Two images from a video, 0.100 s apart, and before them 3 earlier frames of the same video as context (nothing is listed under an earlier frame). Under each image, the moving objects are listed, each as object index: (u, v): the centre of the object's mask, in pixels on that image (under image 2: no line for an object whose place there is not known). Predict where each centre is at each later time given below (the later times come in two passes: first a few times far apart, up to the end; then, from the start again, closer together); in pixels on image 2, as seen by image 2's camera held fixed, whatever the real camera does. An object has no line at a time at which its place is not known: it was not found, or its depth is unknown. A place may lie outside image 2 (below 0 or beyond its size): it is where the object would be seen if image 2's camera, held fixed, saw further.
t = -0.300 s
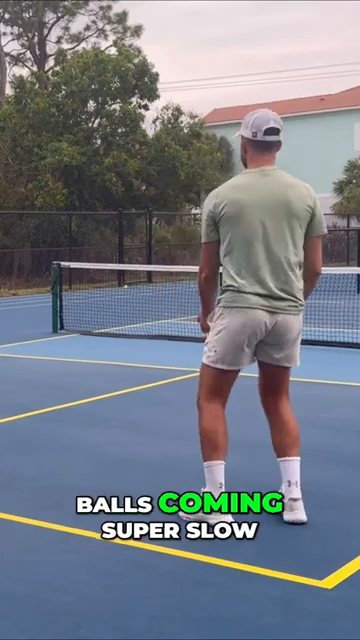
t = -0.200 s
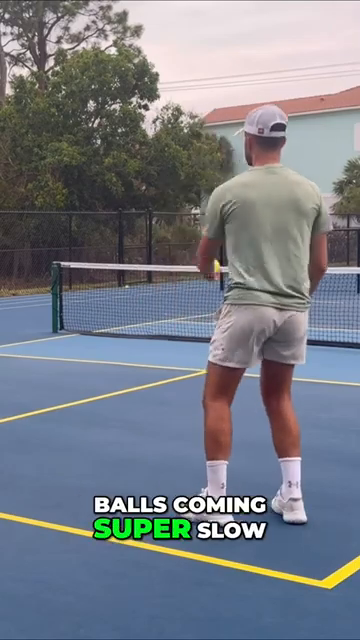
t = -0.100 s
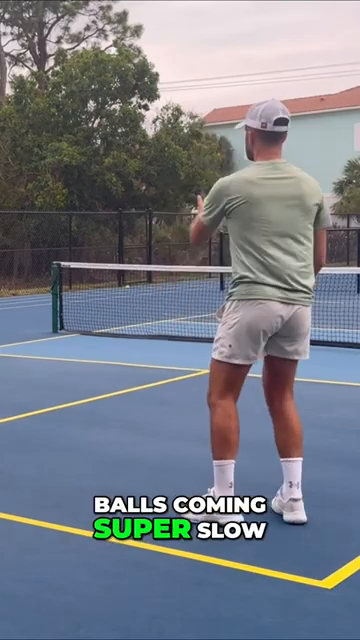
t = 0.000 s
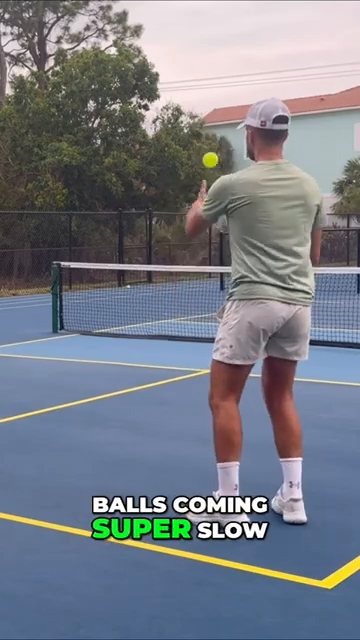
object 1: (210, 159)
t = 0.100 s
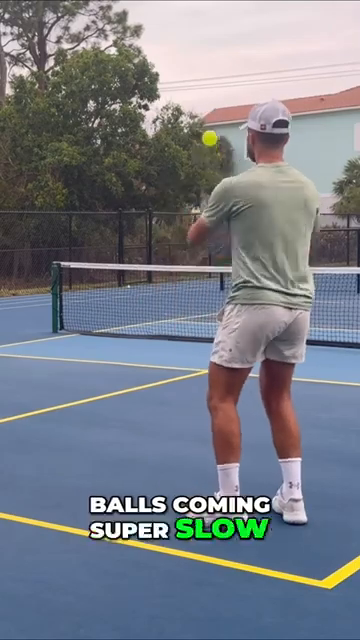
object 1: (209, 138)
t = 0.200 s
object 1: (208, 136)
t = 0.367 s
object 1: (208, 177)
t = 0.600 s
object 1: (206, 314)
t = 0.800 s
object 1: (207, 435)
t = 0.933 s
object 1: (208, 366)
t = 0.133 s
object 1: (209, 135)
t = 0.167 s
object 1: (209, 135)
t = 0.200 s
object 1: (208, 136)
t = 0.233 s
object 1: (209, 140)
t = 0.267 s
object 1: (208, 146)
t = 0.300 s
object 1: (208, 154)
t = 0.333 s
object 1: (208, 164)
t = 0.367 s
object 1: (208, 177)
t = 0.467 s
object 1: (210, 228)
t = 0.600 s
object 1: (206, 314)
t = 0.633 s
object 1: (204, 341)
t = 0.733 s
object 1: (207, 431)
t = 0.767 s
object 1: (207, 458)
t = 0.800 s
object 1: (207, 435)
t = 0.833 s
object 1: (207, 415)
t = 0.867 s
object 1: (207, 397)
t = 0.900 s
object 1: (207, 381)
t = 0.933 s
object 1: (208, 366)
